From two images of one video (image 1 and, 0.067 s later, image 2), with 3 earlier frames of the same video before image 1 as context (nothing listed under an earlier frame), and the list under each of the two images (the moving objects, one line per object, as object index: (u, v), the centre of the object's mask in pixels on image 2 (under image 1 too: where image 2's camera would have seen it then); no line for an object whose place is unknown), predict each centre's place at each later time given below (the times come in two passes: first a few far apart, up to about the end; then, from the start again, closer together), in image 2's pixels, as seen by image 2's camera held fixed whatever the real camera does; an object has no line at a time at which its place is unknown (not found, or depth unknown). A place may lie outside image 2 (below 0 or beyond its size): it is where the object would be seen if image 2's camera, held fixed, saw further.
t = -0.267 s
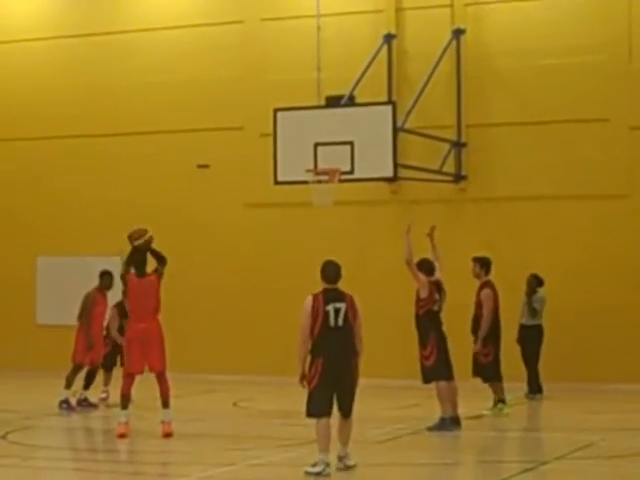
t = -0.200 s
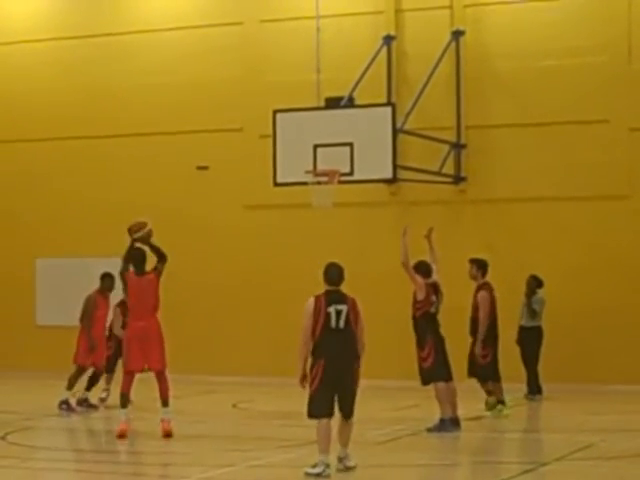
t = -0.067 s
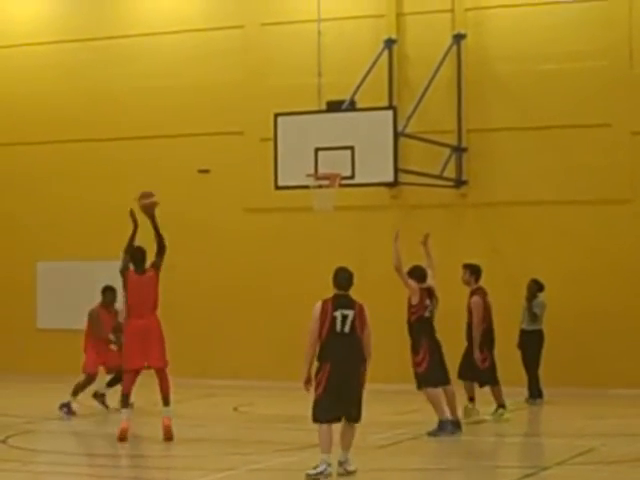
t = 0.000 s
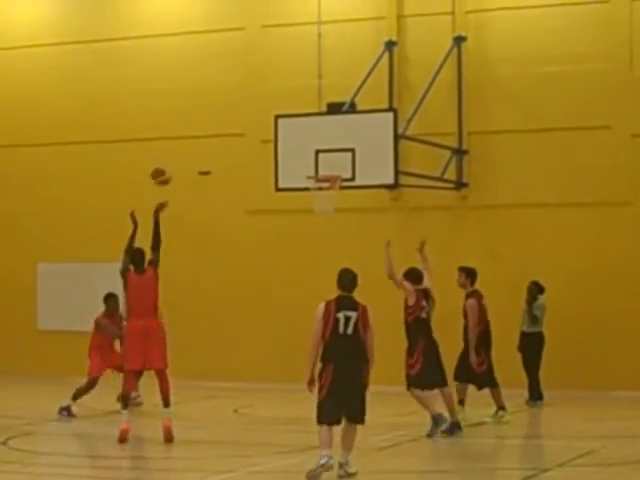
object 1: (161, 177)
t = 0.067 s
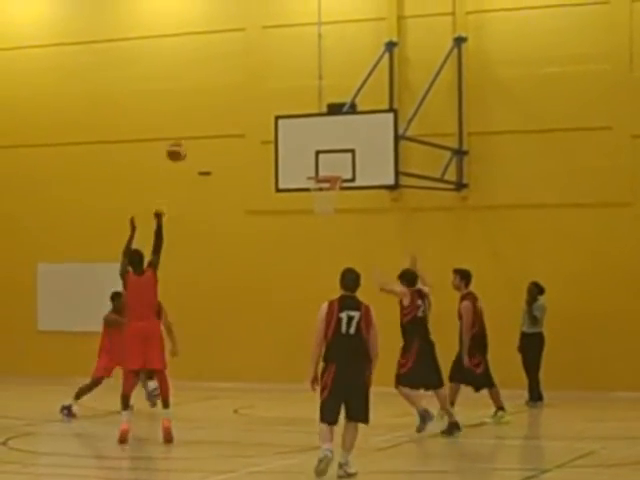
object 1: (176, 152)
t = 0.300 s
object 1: (224, 102)
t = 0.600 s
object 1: (279, 104)
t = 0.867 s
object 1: (322, 163)
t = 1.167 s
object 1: (332, 155)
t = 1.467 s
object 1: (317, 166)
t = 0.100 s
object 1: (183, 142)
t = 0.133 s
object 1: (189, 132)
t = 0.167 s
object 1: (197, 123)
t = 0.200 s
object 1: (204, 116)
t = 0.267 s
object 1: (218, 105)
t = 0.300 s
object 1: (224, 102)
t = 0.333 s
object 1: (231, 98)
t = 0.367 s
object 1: (237, 95)
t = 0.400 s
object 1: (243, 94)
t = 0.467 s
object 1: (255, 94)
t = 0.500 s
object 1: (261, 96)
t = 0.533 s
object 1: (267, 98)
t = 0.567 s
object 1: (273, 101)
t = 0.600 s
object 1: (279, 104)
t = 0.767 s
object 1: (307, 135)
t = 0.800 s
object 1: (312, 144)
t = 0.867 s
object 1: (322, 163)
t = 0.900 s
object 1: (325, 167)
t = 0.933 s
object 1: (327, 163)
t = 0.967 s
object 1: (330, 161)
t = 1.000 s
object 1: (331, 158)
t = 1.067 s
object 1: (336, 157)
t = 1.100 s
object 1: (337, 157)
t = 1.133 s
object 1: (334, 155)
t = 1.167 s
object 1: (332, 155)
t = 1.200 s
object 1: (331, 154)
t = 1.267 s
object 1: (327, 158)
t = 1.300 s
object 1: (325, 160)
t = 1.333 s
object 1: (323, 163)
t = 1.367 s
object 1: (320, 168)
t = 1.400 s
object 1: (319, 167)
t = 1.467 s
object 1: (317, 166)
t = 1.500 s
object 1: (315, 167)
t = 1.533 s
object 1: (314, 168)
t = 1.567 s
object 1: (313, 170)
